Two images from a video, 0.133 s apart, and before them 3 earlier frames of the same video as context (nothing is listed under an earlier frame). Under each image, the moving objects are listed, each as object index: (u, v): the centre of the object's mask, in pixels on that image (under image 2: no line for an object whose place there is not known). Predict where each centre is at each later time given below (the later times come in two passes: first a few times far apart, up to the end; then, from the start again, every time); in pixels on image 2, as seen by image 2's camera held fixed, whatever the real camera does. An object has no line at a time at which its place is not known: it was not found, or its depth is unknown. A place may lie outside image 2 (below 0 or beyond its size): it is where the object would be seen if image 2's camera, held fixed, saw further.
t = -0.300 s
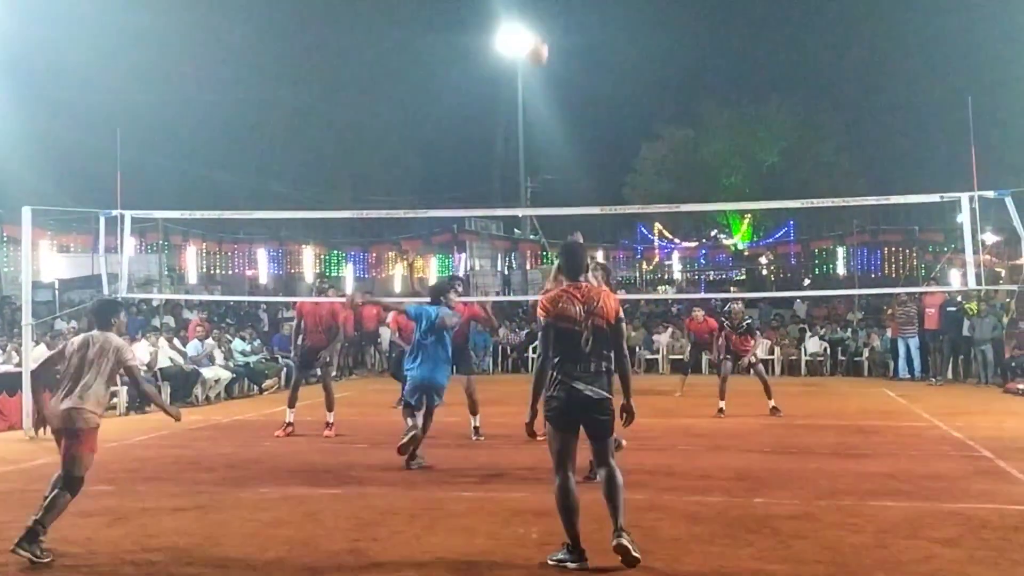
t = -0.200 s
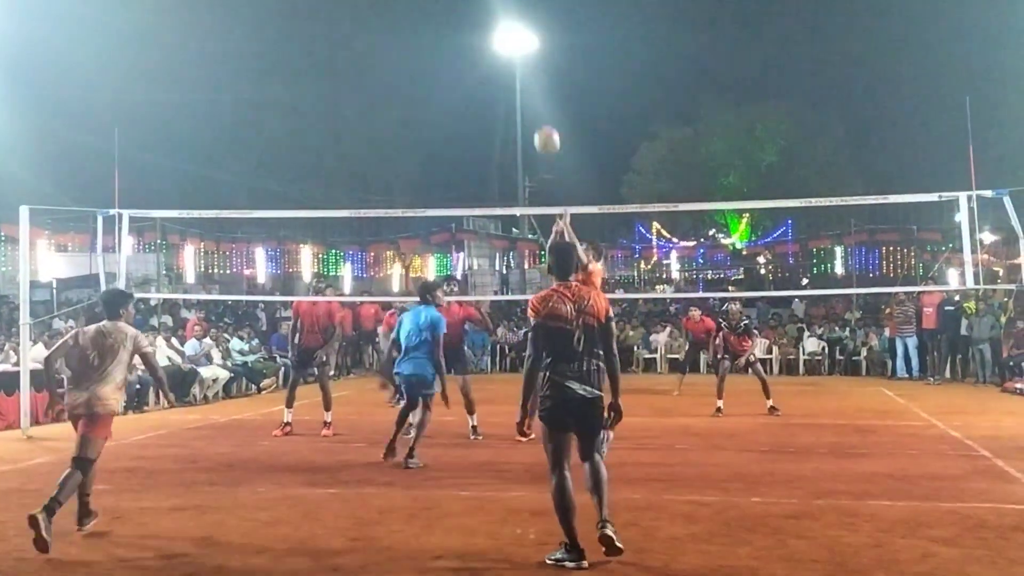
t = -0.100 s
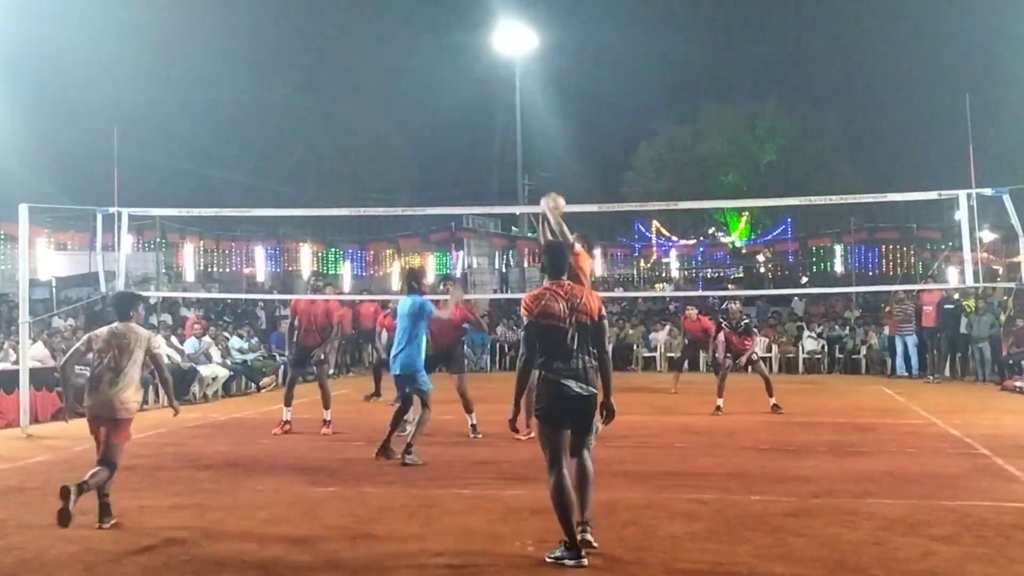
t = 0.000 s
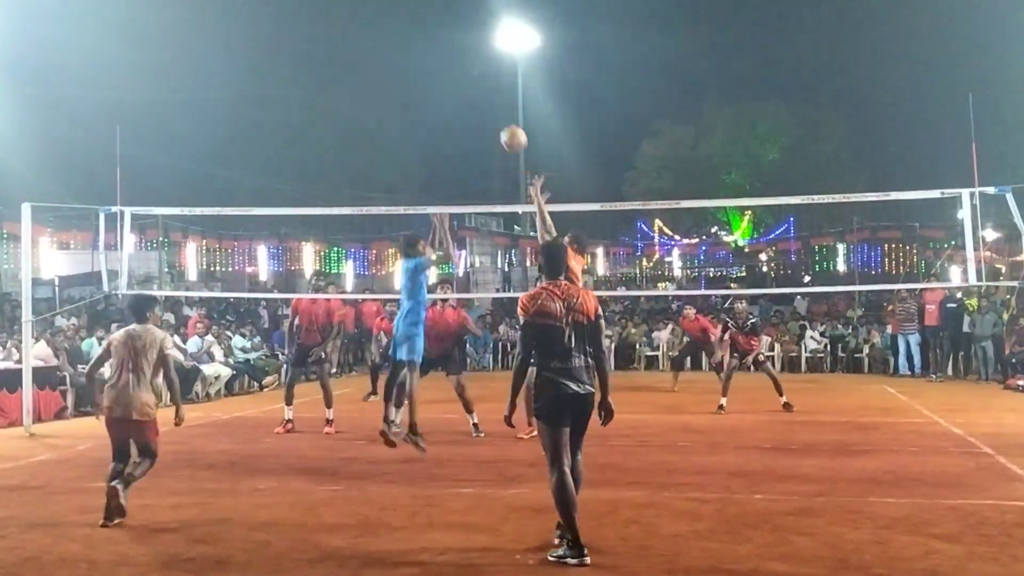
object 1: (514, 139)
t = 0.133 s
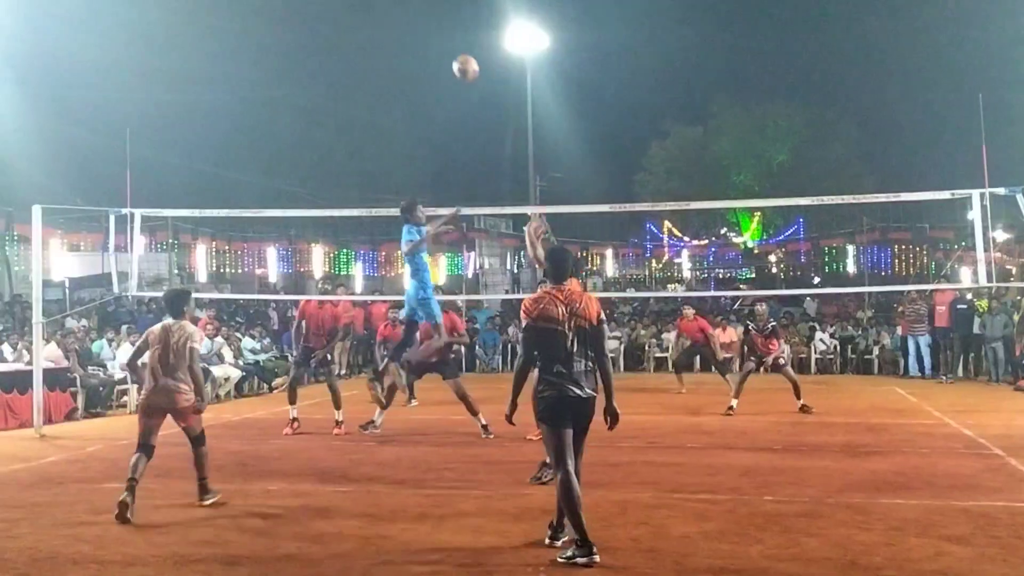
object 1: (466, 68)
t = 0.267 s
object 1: (412, 18)
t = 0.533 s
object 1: (313, -13)
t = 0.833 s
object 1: (213, 32)
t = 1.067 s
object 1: (144, 132)
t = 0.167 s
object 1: (452, 53)
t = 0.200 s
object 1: (438, 40)
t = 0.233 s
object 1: (425, 28)
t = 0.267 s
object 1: (412, 18)
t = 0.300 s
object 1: (399, 9)
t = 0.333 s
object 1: (386, 2)
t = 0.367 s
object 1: (373, -2)
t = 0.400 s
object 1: (361, -6)
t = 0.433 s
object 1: (348, -9)
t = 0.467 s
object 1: (336, -11)
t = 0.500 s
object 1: (324, -12)
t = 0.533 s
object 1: (313, -13)
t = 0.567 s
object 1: (301, -14)
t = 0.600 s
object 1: (290, -13)
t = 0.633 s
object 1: (279, -11)
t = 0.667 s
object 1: (267, -7)
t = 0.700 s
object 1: (256, -2)
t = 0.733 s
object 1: (245, 5)
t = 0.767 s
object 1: (234, 14)
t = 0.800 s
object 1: (223, 22)
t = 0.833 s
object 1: (213, 32)
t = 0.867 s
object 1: (202, 43)
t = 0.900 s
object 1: (192, 55)
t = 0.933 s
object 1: (183, 69)
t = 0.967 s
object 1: (172, 83)
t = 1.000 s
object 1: (163, 98)
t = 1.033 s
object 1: (153, 114)
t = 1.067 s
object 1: (144, 132)
